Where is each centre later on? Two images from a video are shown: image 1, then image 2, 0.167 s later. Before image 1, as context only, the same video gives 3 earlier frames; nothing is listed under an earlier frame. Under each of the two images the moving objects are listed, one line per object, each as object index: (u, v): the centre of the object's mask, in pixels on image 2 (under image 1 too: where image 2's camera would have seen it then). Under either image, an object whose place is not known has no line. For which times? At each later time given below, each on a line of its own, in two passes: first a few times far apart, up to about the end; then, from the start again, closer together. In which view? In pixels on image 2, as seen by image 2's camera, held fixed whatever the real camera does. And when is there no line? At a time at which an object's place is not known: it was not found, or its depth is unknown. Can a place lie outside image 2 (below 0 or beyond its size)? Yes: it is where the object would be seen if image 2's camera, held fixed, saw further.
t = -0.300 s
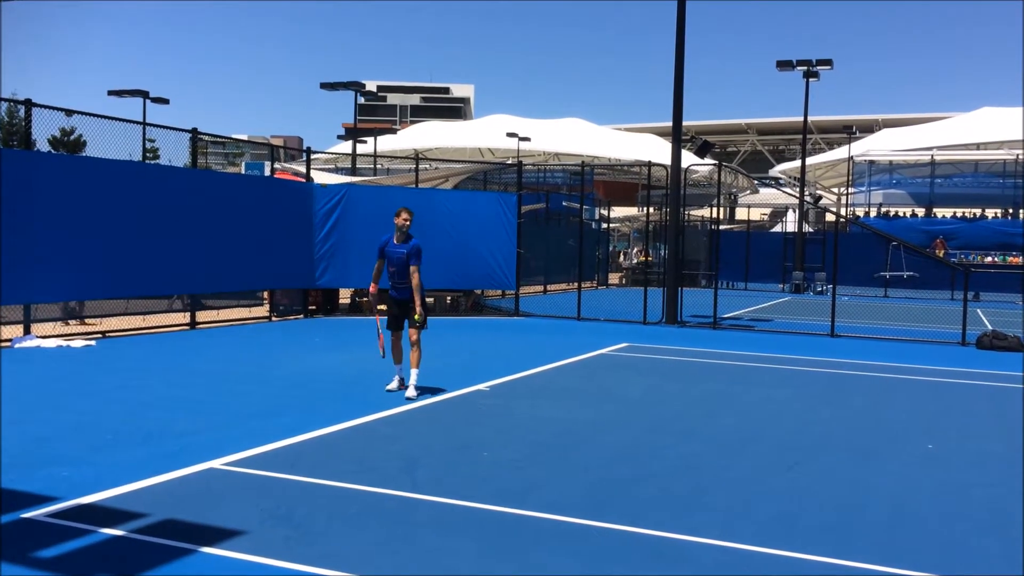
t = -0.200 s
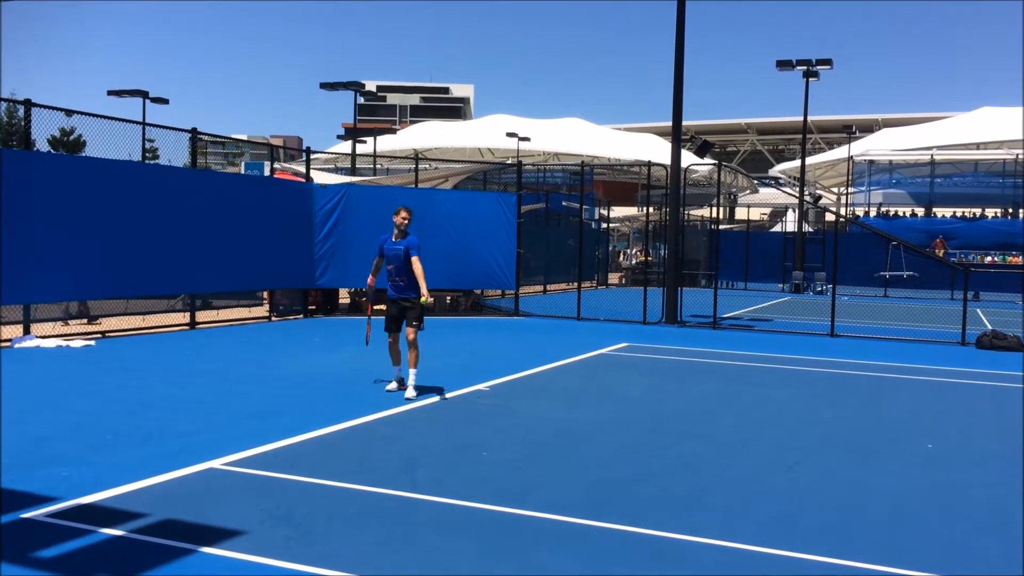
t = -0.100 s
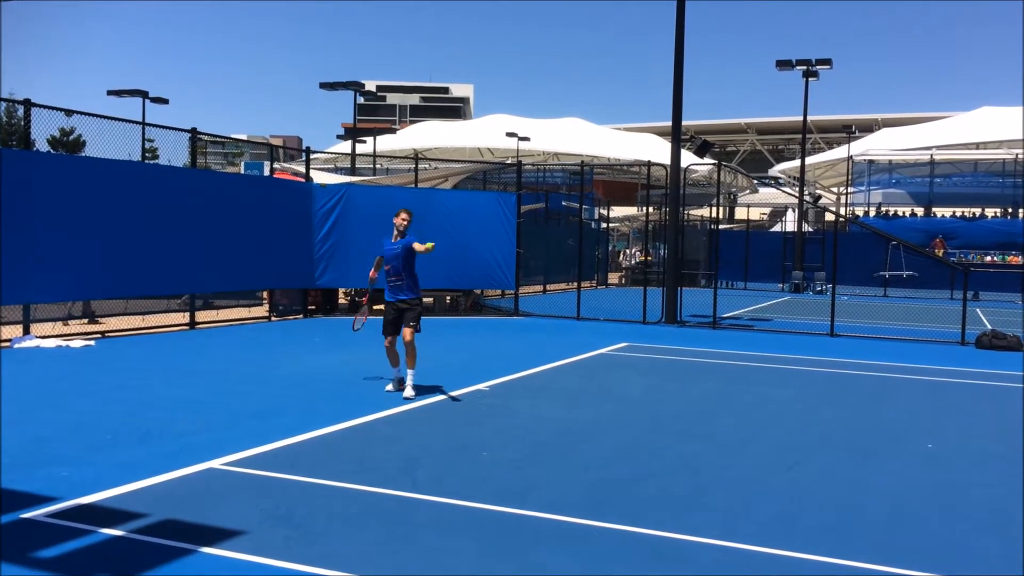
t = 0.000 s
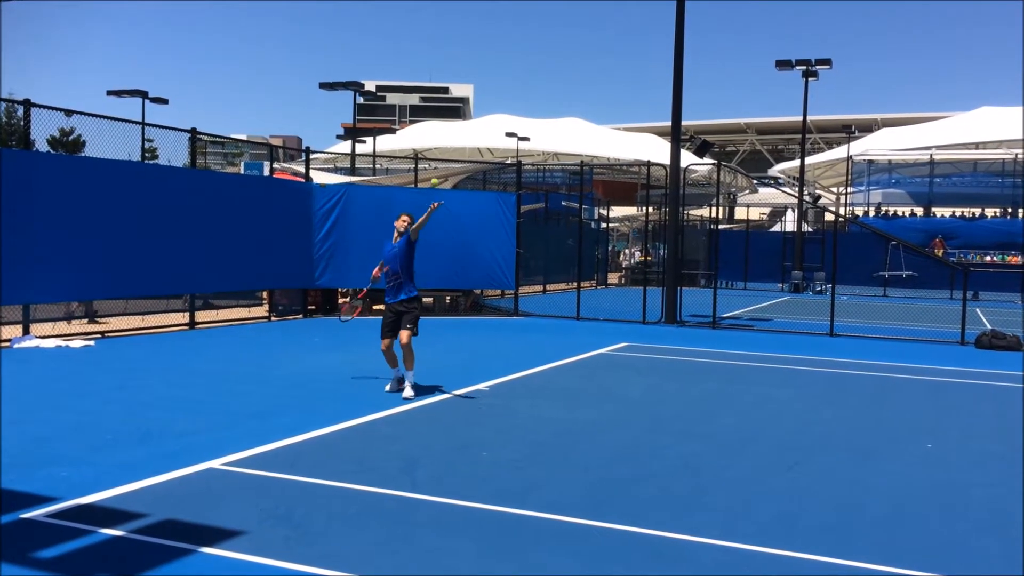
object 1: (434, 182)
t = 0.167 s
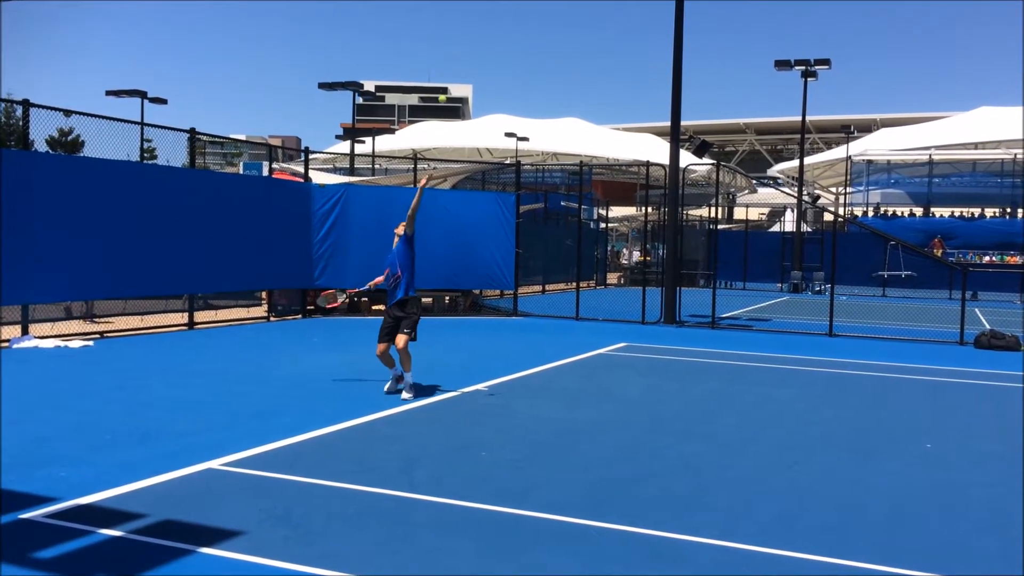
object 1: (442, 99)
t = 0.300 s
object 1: (449, 54)
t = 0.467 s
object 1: (456, 25)
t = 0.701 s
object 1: (465, 34)
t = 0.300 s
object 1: (449, 54)
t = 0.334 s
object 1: (450, 46)
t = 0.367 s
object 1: (451, 39)
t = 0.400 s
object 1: (453, 33)
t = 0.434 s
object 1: (454, 28)
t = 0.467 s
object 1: (456, 25)
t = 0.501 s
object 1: (457, 22)
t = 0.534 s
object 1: (458, 21)
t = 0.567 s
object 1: (460, 21)
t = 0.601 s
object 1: (461, 23)
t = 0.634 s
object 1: (462, 25)
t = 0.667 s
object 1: (463, 29)
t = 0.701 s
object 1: (465, 34)
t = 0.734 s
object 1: (466, 39)
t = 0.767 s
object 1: (467, 46)
